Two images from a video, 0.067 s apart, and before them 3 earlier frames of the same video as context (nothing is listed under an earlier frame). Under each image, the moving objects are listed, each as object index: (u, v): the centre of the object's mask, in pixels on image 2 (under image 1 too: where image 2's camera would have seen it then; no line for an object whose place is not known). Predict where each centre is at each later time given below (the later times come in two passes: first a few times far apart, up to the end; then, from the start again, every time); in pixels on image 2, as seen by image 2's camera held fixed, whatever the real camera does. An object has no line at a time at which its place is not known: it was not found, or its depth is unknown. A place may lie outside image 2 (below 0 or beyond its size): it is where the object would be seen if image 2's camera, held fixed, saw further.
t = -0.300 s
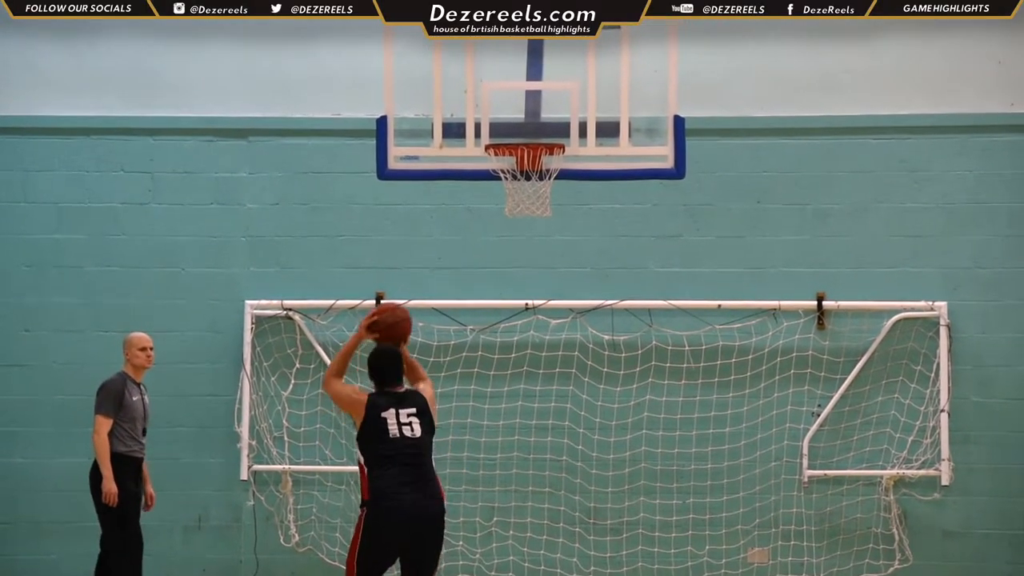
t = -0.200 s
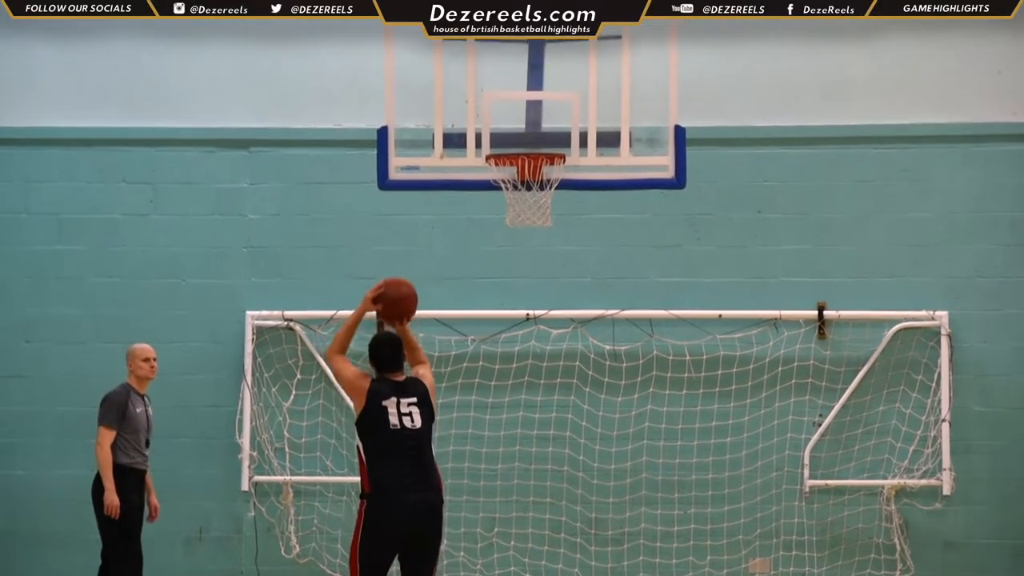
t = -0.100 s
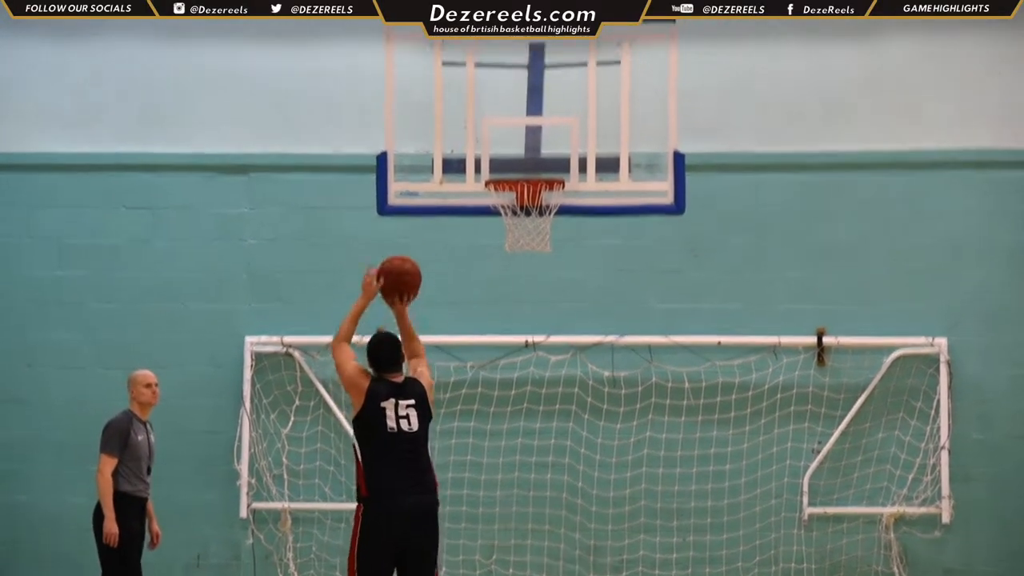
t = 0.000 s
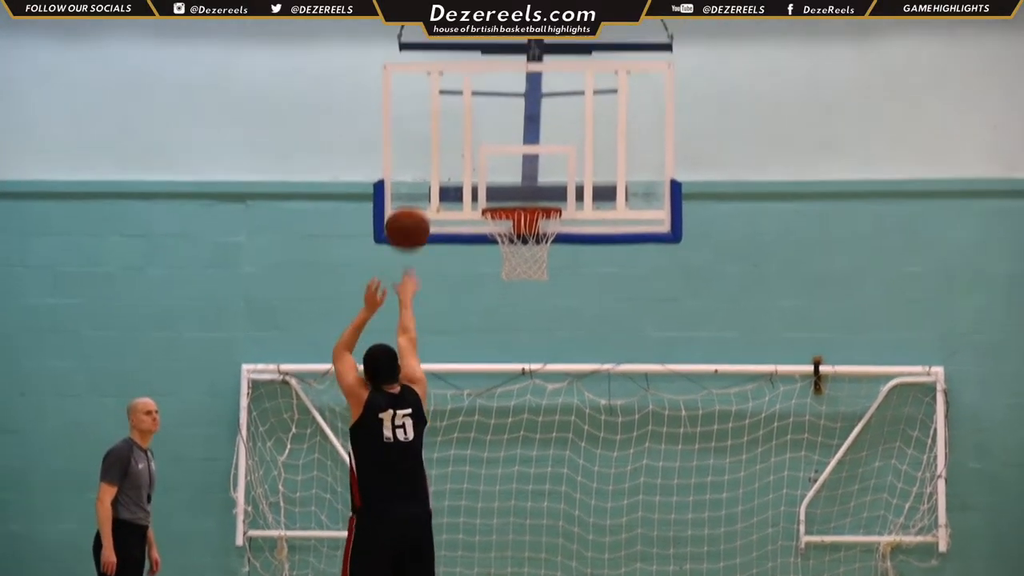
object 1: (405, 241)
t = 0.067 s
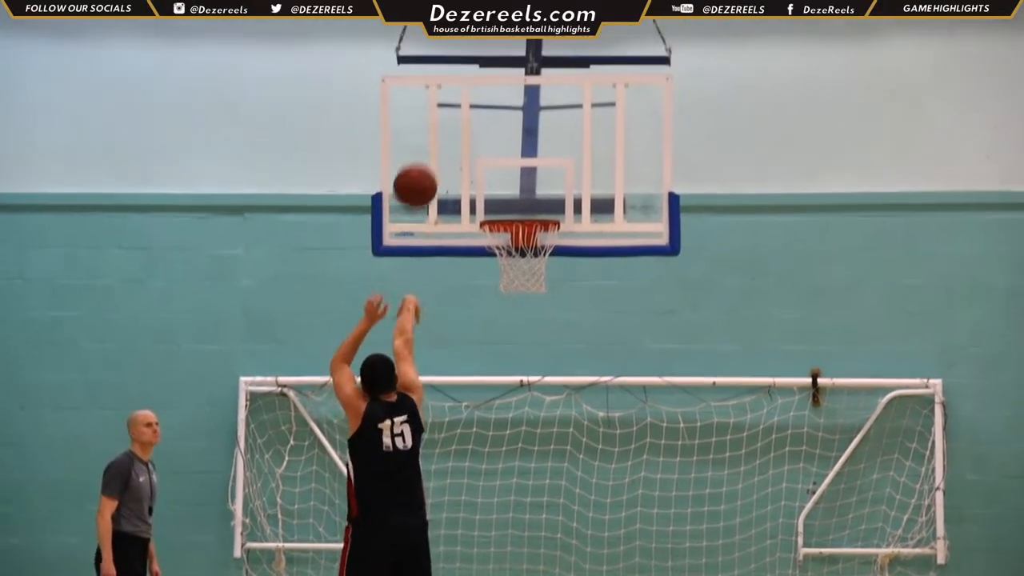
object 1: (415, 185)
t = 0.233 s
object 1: (438, 88)
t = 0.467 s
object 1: (468, 39)
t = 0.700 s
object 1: (497, 83)
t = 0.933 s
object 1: (525, 209)
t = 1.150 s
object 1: (501, 362)
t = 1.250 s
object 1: (489, 459)
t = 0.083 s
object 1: (418, 173)
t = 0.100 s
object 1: (420, 161)
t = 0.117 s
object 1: (422, 150)
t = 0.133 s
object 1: (425, 140)
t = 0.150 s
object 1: (427, 130)
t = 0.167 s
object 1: (429, 120)
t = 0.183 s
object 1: (431, 111)
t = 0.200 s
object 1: (433, 103)
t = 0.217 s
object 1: (435, 96)
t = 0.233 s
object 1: (438, 88)
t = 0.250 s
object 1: (440, 81)
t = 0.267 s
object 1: (442, 75)
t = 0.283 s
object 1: (444, 69)
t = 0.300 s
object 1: (446, 64)
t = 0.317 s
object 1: (448, 59)
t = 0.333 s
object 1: (451, 55)
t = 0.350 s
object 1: (453, 51)
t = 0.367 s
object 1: (455, 48)
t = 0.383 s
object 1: (457, 46)
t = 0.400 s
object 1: (459, 43)
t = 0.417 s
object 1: (461, 41)
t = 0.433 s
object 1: (463, 40)
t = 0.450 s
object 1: (465, 39)
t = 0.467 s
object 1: (468, 39)
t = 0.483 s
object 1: (470, 39)
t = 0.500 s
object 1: (472, 40)
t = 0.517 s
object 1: (474, 40)
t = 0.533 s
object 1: (476, 41)
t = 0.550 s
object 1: (478, 43)
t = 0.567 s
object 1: (481, 45)
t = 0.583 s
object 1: (483, 49)
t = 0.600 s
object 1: (485, 53)
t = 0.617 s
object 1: (487, 57)
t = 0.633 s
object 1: (489, 61)
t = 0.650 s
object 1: (491, 66)
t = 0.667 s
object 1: (493, 71)
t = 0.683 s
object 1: (495, 76)
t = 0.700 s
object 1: (497, 83)
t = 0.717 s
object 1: (499, 89)
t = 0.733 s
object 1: (501, 96)
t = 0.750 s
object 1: (503, 104)
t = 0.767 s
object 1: (505, 111)
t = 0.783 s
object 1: (507, 120)
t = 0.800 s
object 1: (509, 129)
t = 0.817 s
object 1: (511, 138)
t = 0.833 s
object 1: (513, 147)
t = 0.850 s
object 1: (515, 157)
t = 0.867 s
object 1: (517, 168)
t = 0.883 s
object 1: (520, 178)
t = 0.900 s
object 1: (521, 190)
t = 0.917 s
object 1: (523, 201)
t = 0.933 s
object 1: (525, 209)
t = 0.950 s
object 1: (527, 215)
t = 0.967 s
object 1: (527, 241)
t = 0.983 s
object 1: (524, 246)
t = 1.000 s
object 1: (523, 256)
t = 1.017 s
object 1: (519, 270)
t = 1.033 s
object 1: (517, 280)
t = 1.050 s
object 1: (514, 291)
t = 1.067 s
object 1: (513, 302)
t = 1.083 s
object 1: (510, 313)
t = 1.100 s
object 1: (508, 325)
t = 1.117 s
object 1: (505, 338)
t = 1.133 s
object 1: (503, 350)
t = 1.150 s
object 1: (501, 362)
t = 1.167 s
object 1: (499, 378)
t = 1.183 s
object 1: (496, 393)
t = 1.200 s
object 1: (493, 408)
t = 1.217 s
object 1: (491, 423)
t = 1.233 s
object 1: (490, 442)
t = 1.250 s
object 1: (489, 459)
